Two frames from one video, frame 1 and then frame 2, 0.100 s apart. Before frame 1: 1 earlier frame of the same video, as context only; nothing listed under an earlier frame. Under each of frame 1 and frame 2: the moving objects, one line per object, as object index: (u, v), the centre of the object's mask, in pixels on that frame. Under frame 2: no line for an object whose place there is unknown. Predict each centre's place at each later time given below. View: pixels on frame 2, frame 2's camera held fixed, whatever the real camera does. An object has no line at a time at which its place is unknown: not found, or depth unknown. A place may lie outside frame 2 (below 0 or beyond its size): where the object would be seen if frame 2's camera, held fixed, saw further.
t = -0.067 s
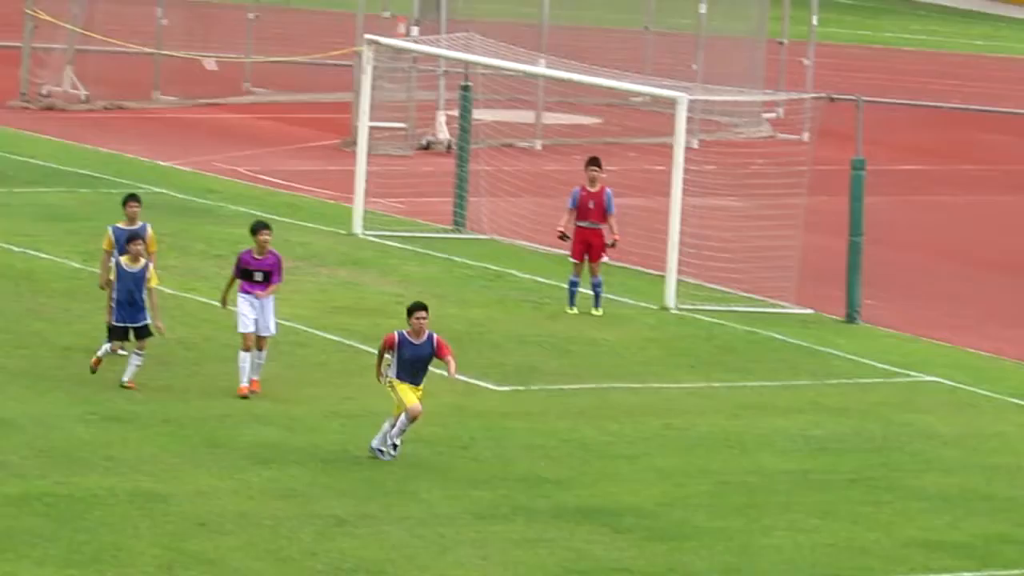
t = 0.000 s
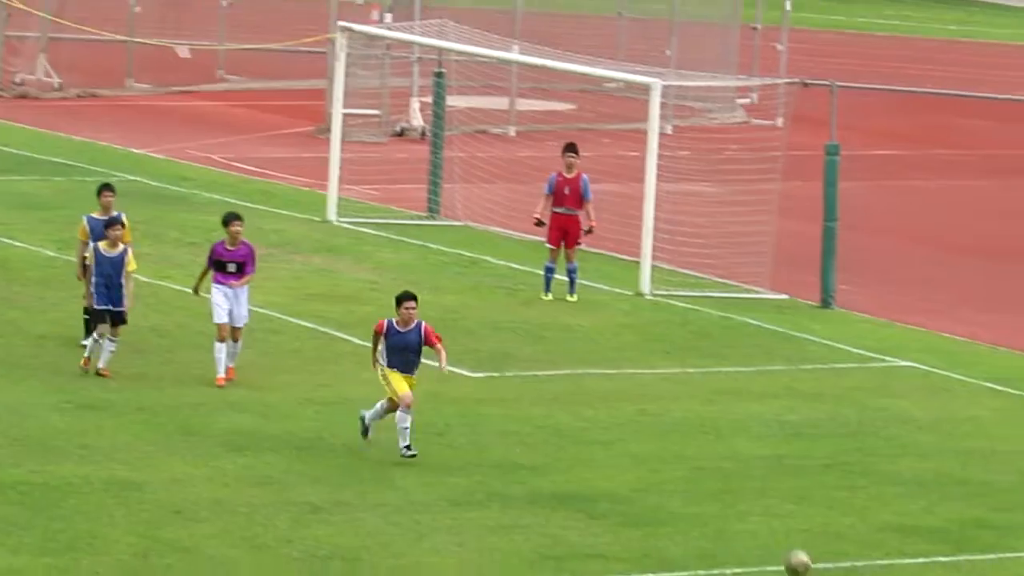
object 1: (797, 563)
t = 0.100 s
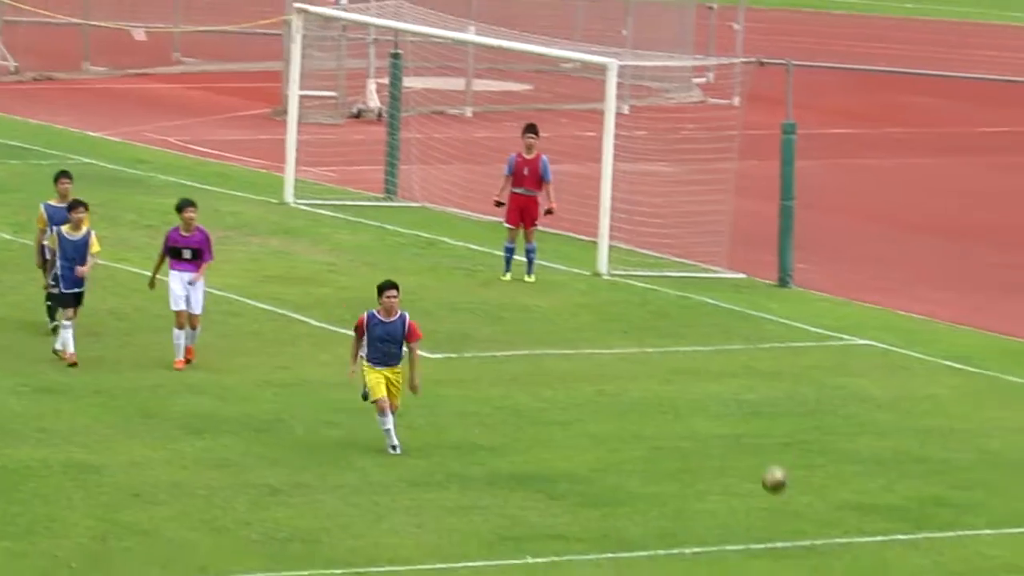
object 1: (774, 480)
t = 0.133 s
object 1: (780, 461)
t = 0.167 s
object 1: (786, 443)
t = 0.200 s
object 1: (792, 427)
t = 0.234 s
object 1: (797, 412)
